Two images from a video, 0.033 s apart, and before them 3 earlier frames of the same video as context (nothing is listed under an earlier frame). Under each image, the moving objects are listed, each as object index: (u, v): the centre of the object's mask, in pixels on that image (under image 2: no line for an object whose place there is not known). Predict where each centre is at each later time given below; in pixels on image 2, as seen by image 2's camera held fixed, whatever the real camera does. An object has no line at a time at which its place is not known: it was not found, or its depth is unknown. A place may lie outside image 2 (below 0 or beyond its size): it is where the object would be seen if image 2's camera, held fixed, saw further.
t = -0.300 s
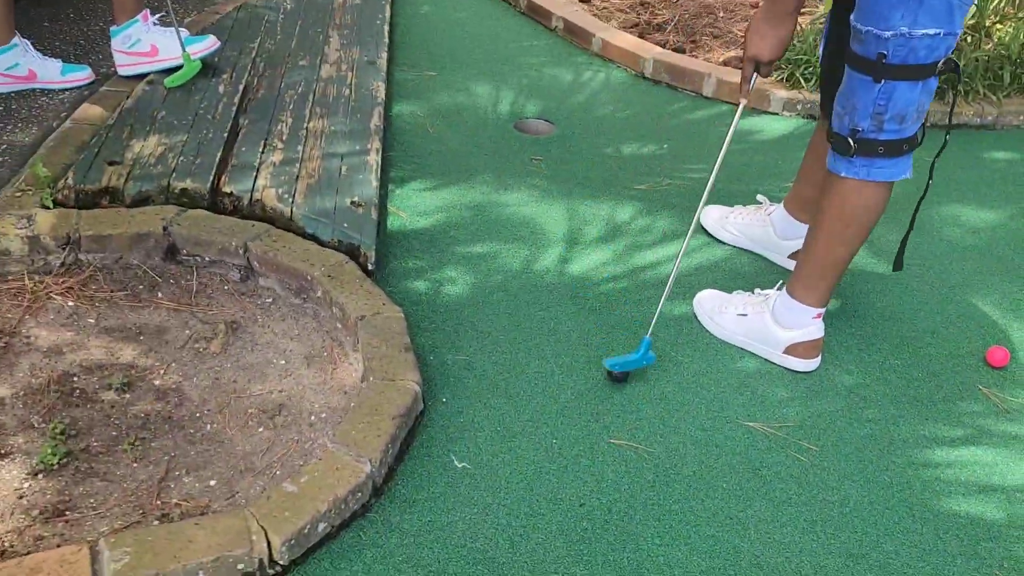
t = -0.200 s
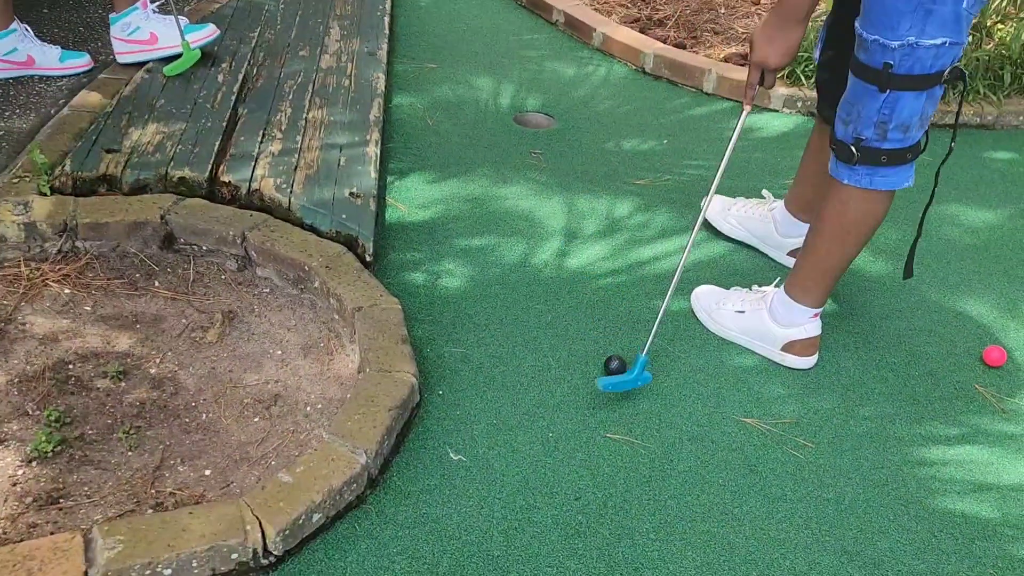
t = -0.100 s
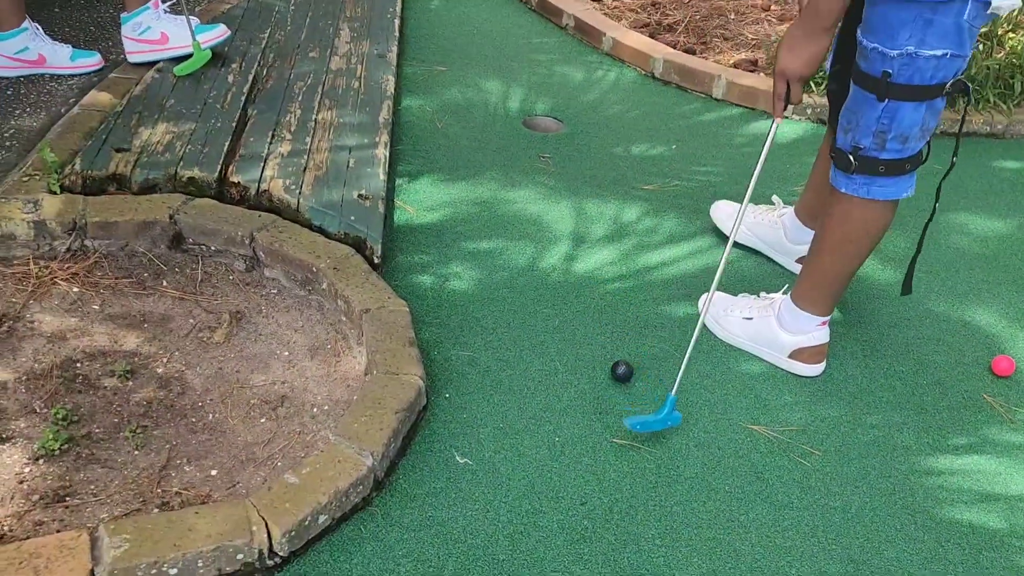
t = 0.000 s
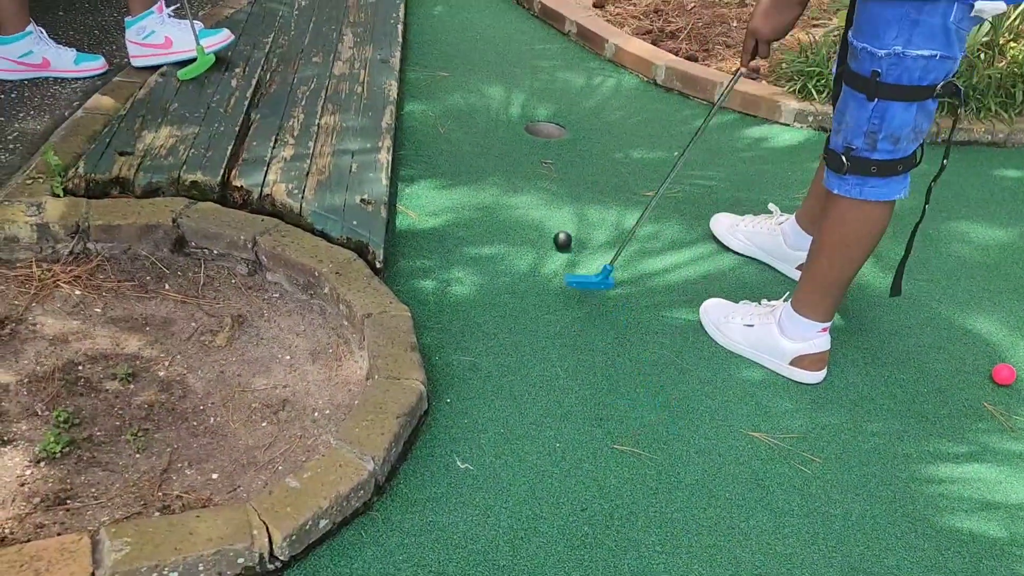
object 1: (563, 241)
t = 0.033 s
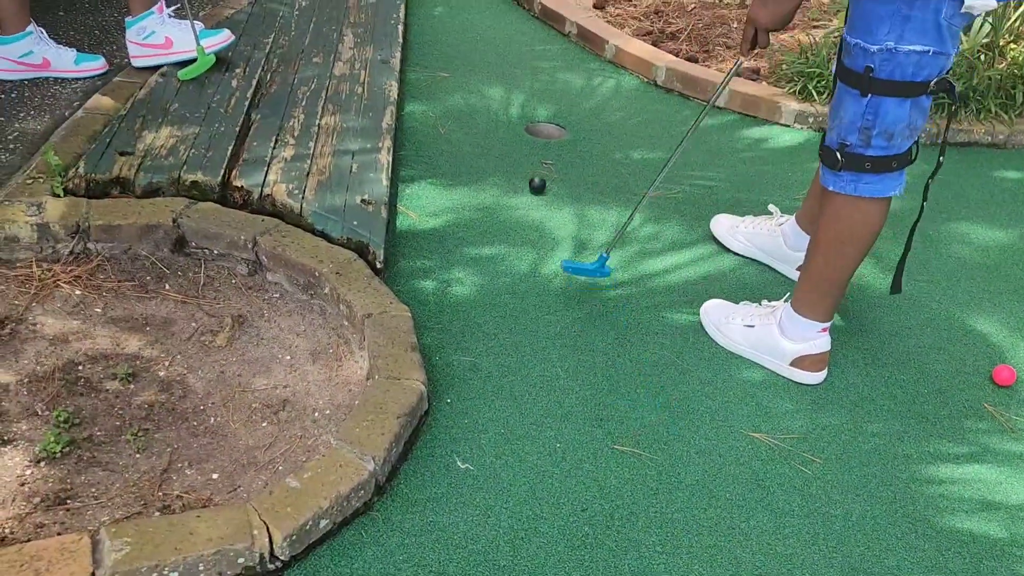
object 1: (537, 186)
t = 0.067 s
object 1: (515, 138)
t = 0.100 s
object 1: (500, 107)
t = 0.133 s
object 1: (485, 73)
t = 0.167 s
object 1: (475, 51)
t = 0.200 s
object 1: (463, 27)
